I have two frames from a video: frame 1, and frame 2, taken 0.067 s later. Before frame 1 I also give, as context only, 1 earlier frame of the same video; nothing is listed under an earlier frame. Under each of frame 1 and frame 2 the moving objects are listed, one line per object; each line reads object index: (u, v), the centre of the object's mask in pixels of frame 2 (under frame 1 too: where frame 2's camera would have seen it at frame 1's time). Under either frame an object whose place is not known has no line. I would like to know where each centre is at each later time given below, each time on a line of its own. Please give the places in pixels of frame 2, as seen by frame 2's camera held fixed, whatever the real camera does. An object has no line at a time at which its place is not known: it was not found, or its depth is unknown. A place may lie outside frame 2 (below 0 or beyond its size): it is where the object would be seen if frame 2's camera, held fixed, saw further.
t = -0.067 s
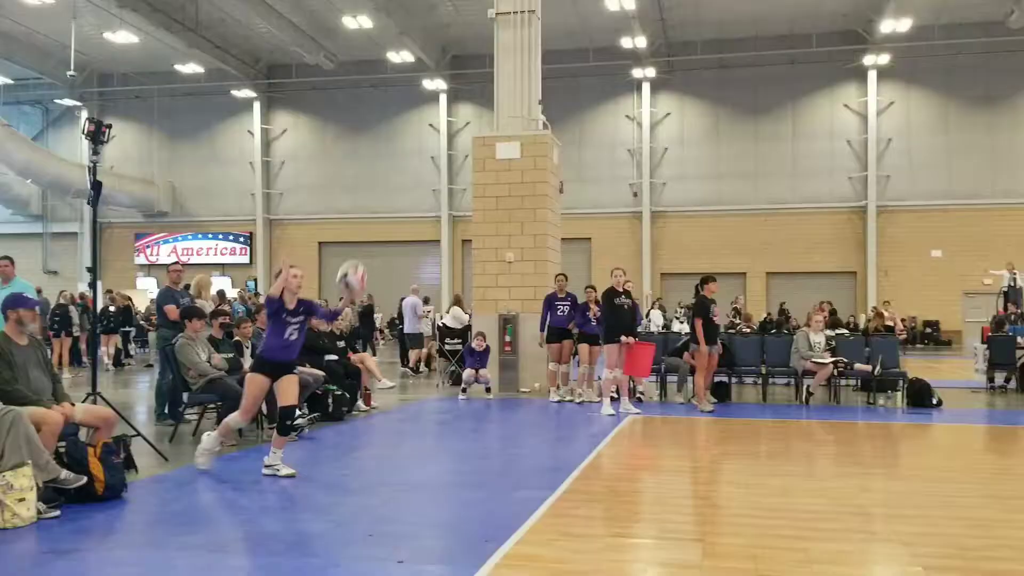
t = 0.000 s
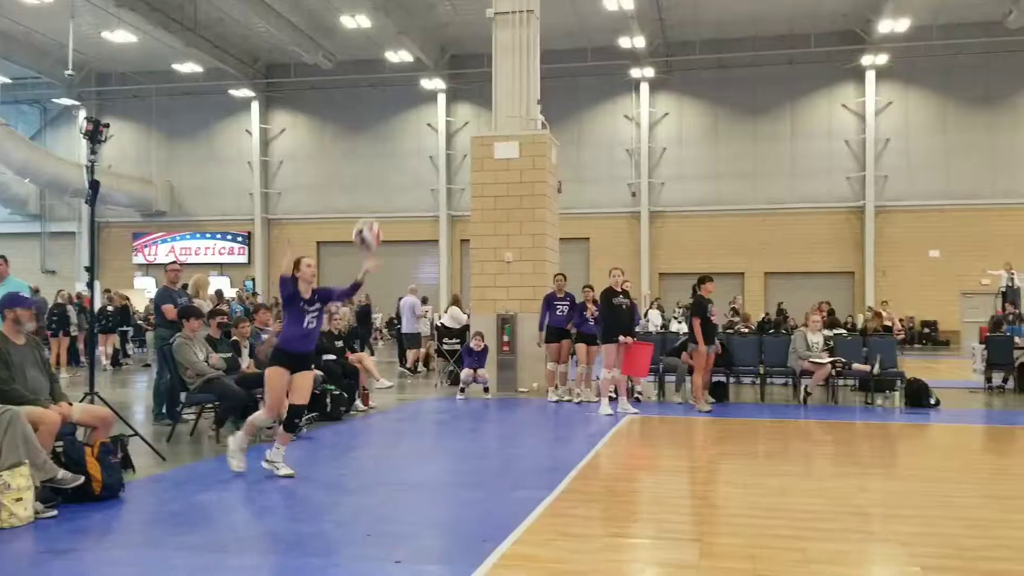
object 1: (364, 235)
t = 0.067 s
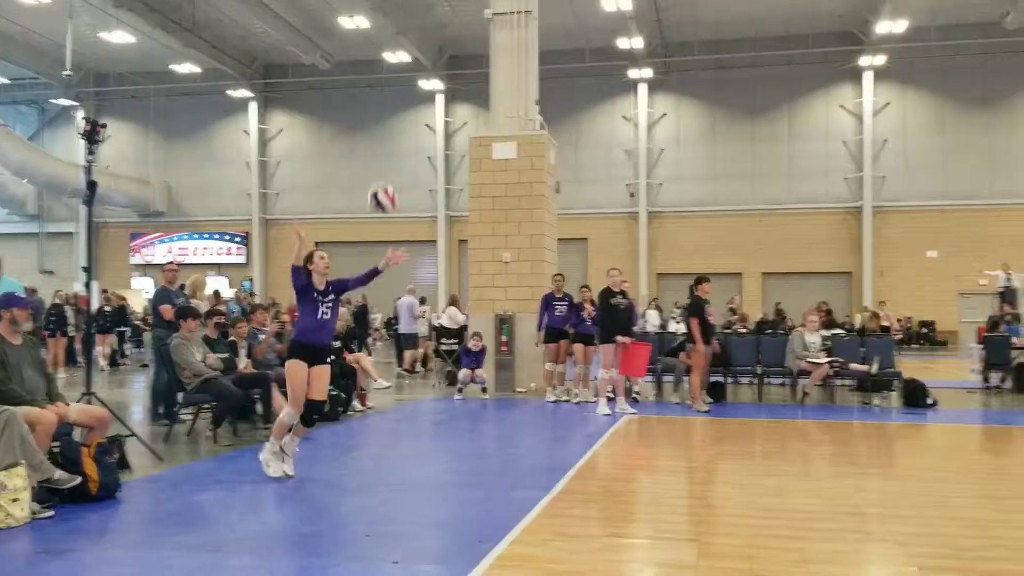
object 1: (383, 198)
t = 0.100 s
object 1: (392, 181)
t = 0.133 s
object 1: (400, 166)
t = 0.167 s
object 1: (409, 154)
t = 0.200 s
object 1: (418, 142)
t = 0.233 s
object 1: (425, 132)
